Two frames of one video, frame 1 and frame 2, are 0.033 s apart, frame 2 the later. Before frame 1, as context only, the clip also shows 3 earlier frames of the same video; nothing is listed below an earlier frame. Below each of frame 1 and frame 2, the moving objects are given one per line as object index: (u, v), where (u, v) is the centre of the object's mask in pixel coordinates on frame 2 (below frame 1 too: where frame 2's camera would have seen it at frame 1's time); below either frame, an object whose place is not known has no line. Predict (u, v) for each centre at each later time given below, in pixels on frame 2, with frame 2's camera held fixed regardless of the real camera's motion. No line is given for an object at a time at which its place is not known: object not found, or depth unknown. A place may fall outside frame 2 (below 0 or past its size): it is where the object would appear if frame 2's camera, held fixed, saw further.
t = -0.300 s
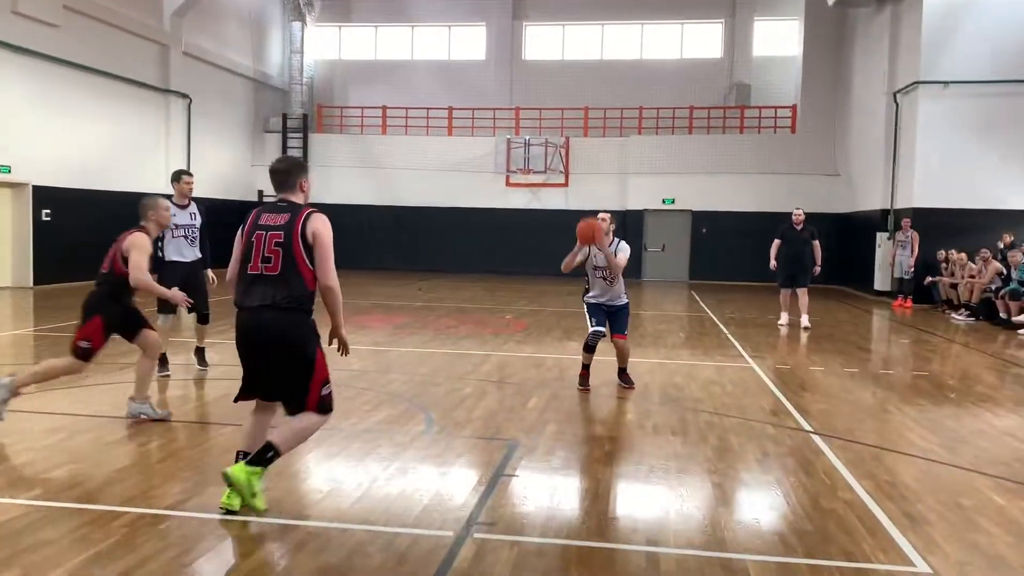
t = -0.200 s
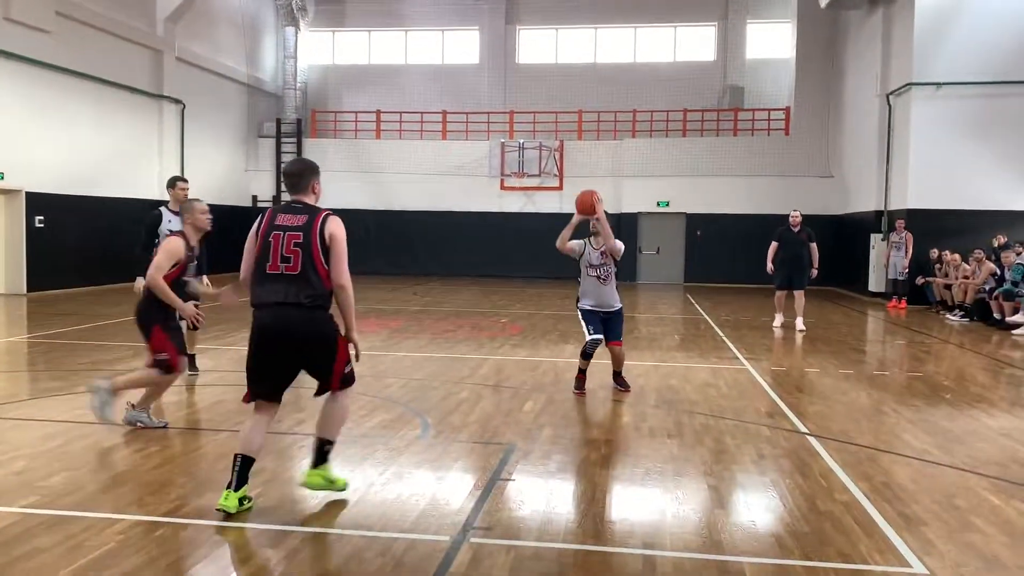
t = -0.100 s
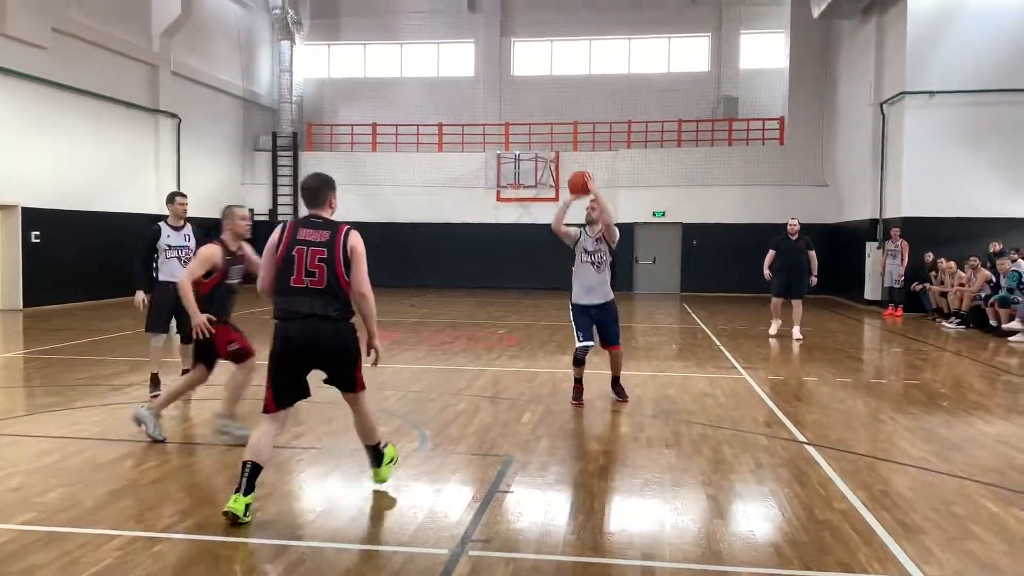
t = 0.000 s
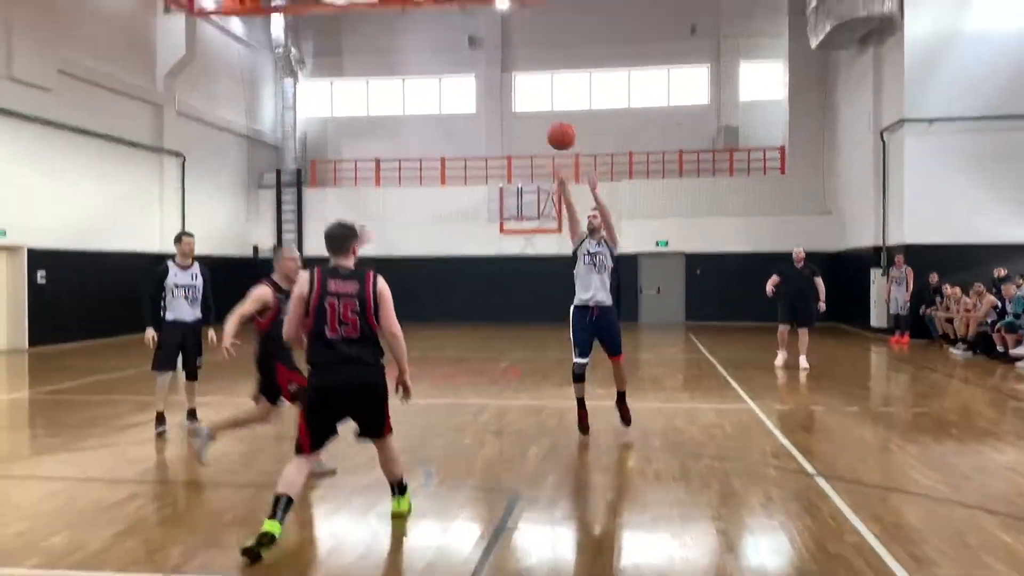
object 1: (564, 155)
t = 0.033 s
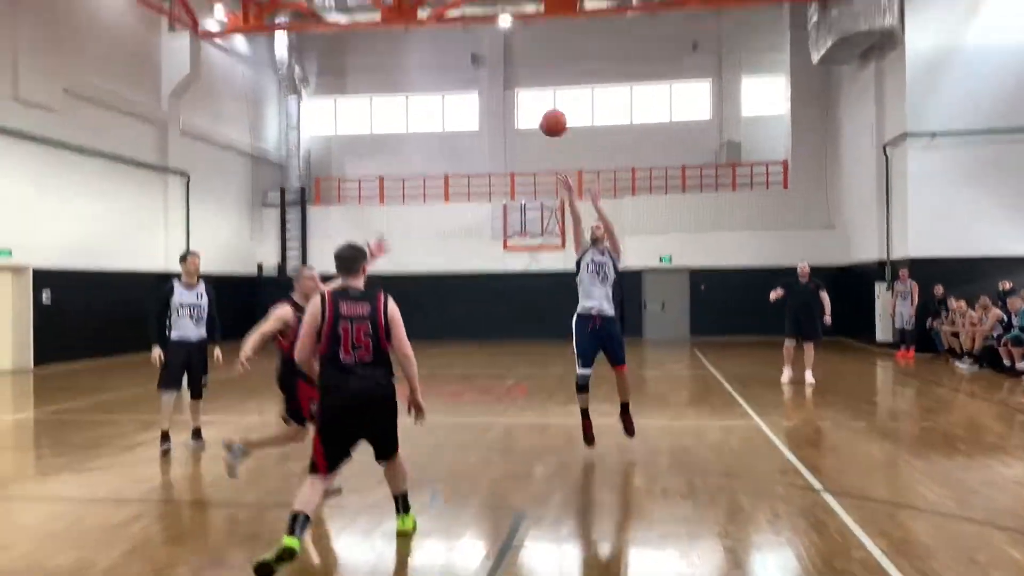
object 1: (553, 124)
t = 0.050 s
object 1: (548, 108)
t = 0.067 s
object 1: (543, 92)
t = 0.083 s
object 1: (538, 79)
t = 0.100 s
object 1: (532, 65)
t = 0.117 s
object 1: (526, 51)
